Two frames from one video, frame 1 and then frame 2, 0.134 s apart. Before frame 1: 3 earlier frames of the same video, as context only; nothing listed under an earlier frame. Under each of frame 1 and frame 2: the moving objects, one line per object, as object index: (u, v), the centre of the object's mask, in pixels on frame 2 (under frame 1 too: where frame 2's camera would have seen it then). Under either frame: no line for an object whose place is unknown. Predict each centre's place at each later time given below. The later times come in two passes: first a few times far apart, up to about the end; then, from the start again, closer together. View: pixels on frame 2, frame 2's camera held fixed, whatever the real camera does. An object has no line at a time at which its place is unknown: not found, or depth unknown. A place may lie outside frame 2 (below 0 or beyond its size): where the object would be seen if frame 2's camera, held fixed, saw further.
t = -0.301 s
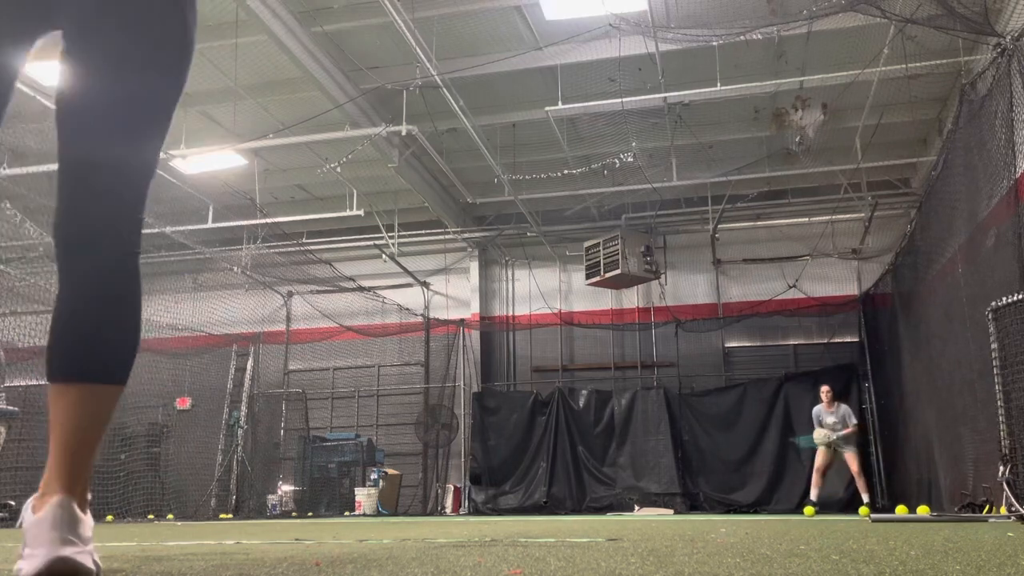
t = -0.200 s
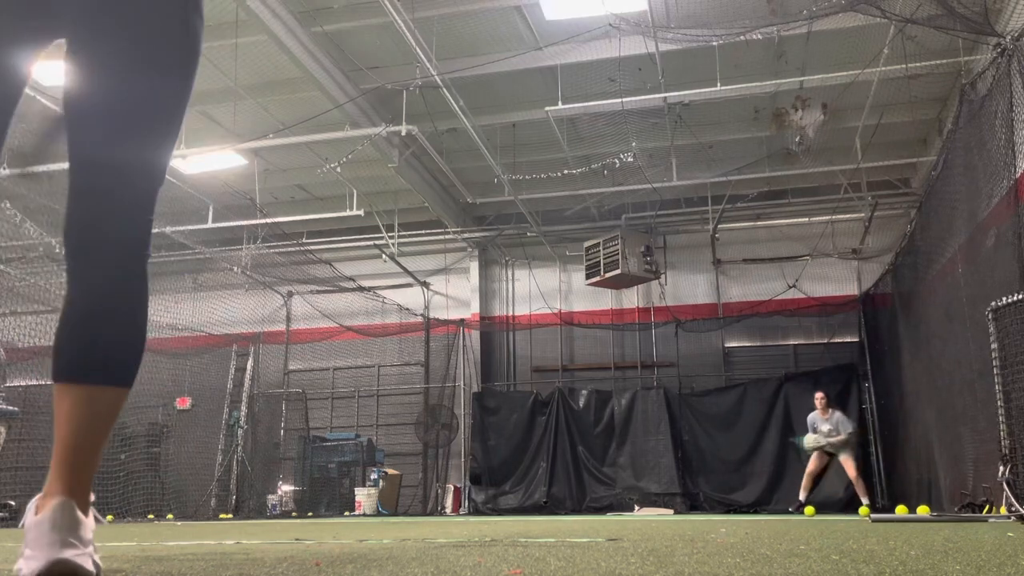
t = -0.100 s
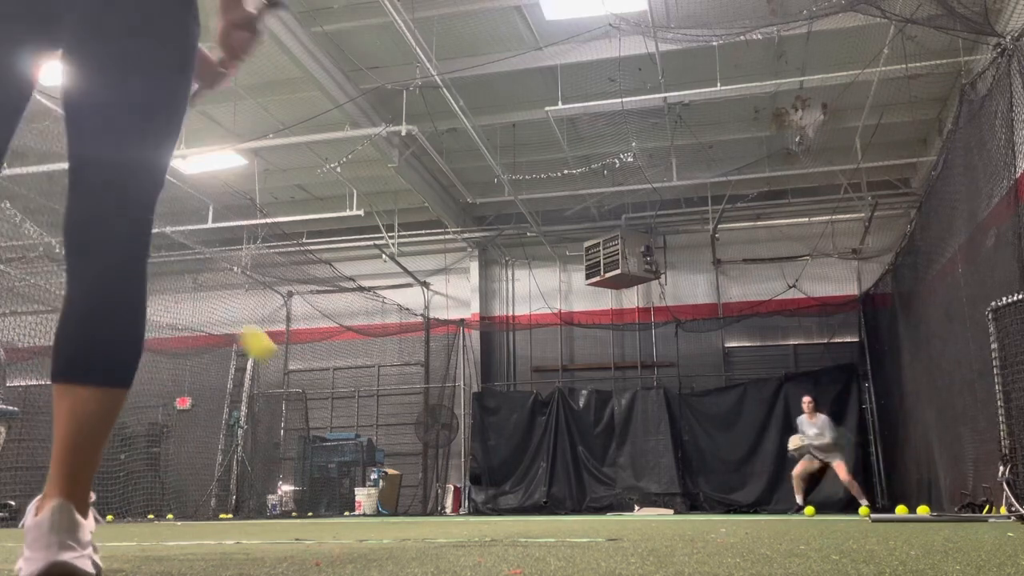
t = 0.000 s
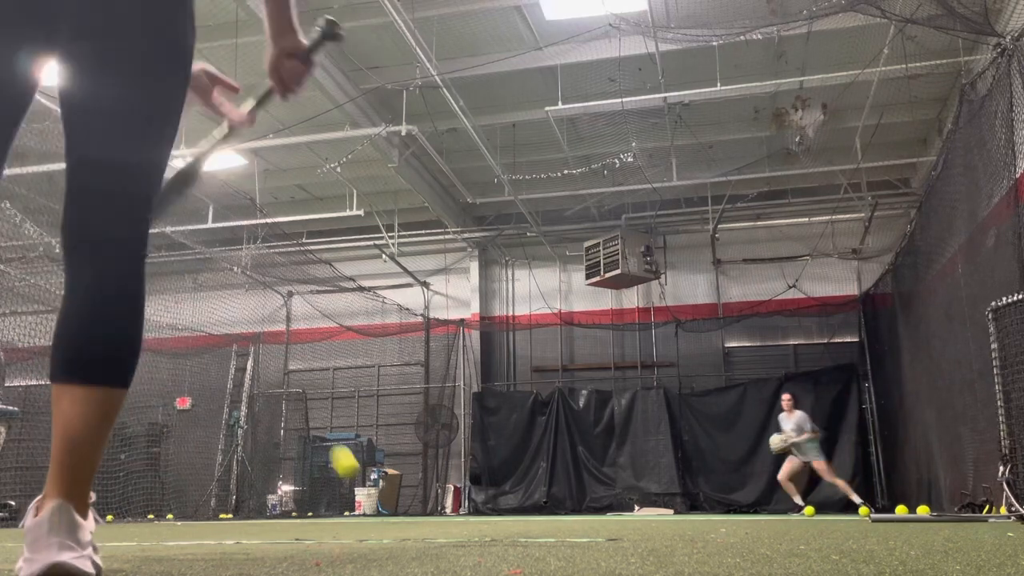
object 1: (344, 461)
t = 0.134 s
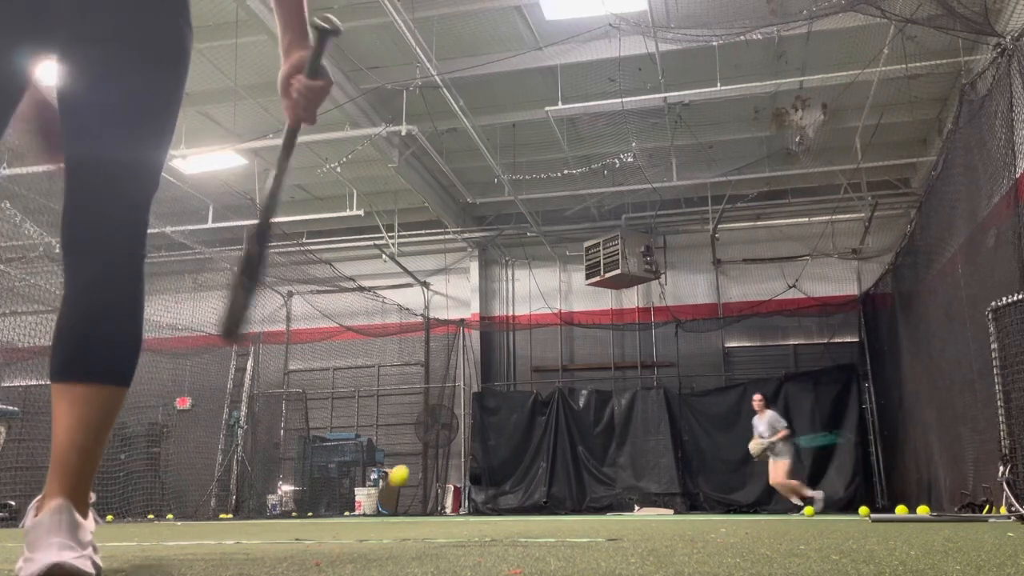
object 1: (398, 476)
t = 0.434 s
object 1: (449, 451)
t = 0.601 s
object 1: (468, 494)
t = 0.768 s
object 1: (485, 494)
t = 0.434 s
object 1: (449, 451)
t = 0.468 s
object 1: (453, 456)
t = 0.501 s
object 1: (457, 463)
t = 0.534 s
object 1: (461, 473)
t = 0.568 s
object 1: (464, 483)
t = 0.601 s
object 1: (468, 494)
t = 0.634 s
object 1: (471, 507)
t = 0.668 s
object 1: (475, 508)
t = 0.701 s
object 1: (478, 502)
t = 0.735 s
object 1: (482, 498)
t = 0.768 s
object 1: (485, 494)
